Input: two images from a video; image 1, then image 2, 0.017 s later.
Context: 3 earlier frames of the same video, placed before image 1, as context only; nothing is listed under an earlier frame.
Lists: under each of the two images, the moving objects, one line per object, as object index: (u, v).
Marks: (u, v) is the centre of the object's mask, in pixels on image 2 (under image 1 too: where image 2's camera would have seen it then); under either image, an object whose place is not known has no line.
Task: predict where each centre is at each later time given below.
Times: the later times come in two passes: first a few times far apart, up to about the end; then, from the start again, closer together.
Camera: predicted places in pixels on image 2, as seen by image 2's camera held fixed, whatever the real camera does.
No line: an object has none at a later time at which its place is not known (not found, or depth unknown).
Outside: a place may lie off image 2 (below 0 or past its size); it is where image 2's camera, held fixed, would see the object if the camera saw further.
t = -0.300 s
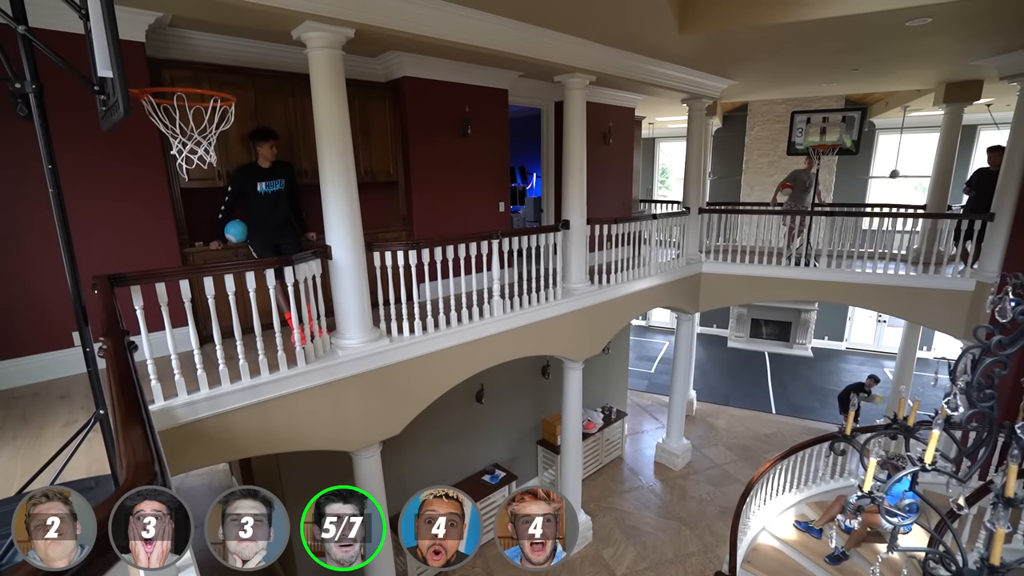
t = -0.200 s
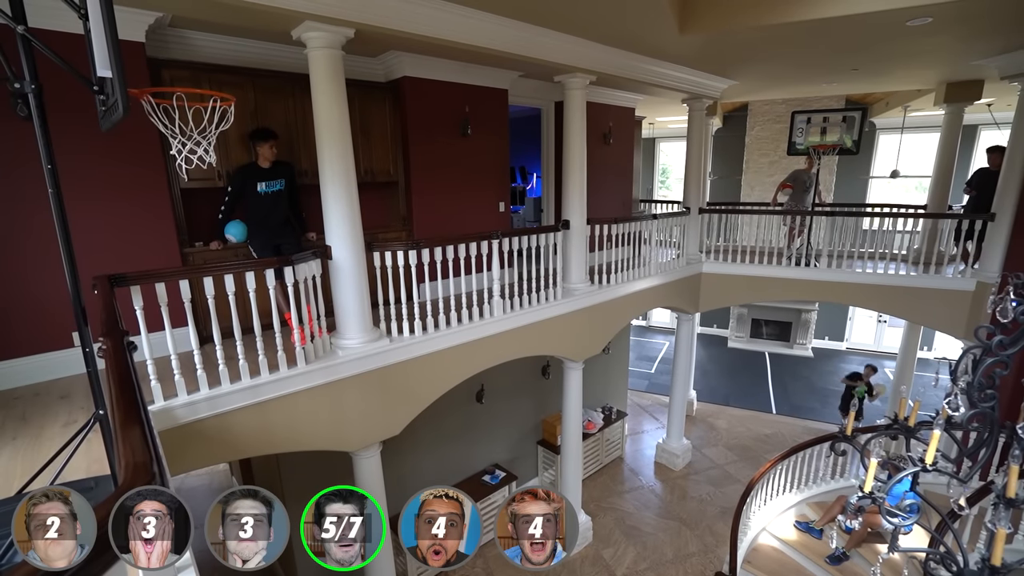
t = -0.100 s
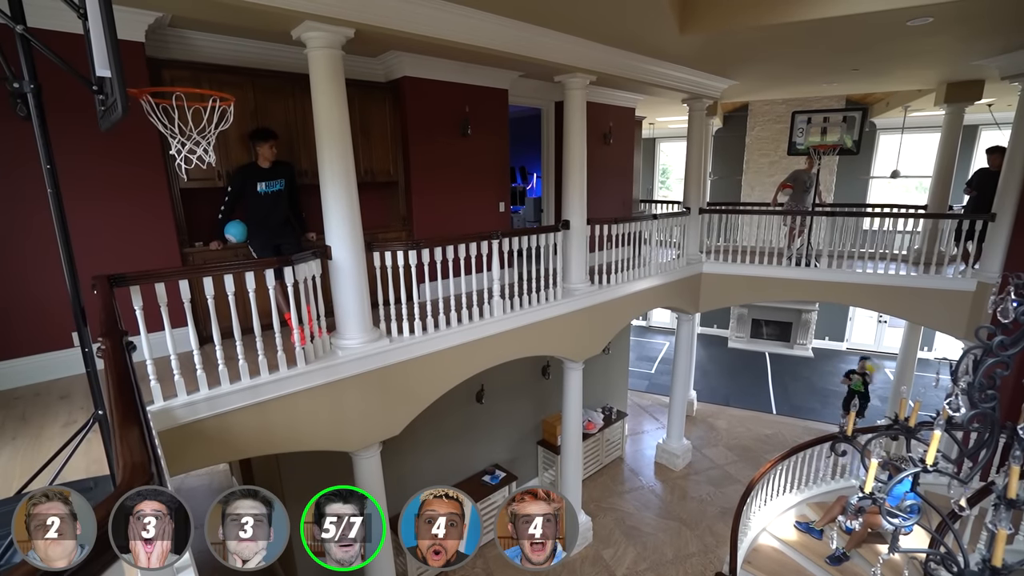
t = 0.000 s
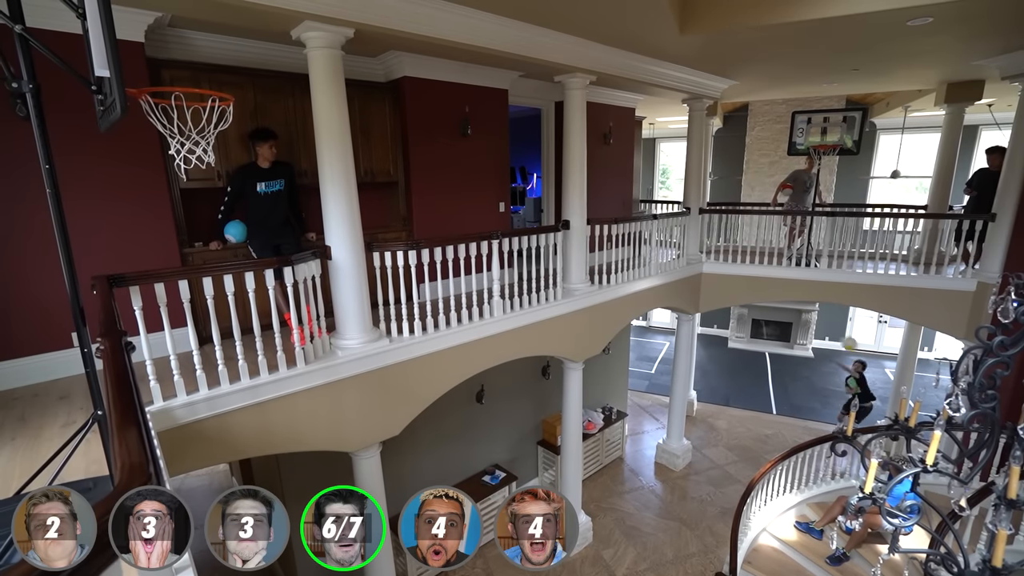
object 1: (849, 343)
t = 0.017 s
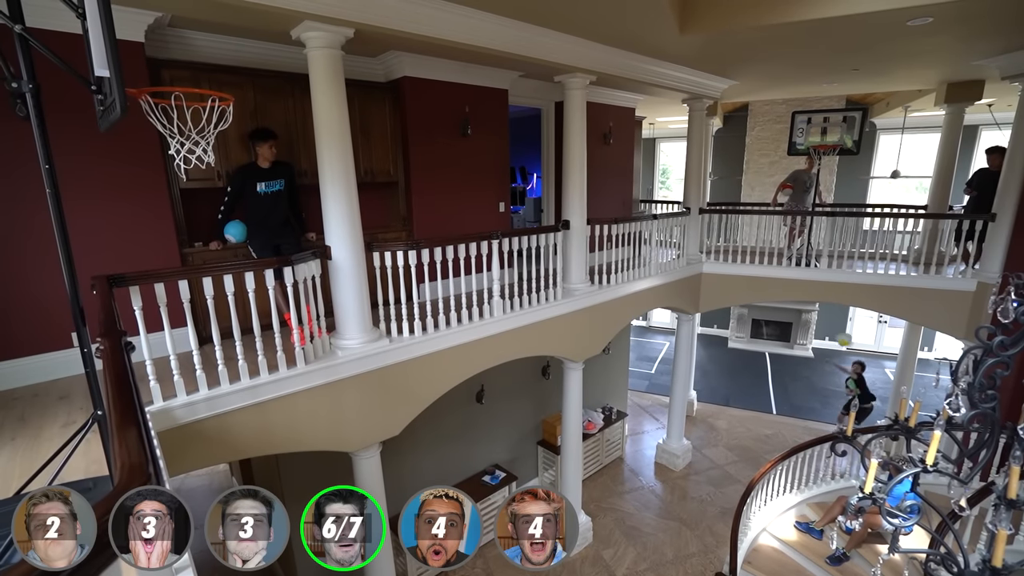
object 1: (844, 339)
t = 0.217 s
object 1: (775, 302)
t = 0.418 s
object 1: (669, 283)
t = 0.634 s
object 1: (482, 308)
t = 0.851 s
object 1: (181, 419)
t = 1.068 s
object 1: (389, 391)
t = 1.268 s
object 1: (511, 405)
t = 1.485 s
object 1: (589, 449)
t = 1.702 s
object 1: (656, 557)
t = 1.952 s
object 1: (702, 573)
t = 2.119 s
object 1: (679, 542)
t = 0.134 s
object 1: (806, 316)
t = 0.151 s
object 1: (802, 313)
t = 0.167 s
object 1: (795, 310)
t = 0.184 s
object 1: (789, 307)
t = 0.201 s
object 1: (783, 304)
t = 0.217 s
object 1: (775, 302)
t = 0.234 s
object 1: (768, 300)
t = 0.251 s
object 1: (760, 297)
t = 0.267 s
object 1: (753, 295)
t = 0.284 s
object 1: (744, 293)
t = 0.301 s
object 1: (736, 291)
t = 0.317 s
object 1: (728, 289)
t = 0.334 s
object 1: (719, 288)
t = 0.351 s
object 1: (709, 286)
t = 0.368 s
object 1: (699, 285)
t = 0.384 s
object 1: (690, 285)
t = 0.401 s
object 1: (680, 283)
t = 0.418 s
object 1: (669, 283)
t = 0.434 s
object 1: (658, 283)
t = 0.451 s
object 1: (648, 283)
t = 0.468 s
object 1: (636, 283)
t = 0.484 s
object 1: (623, 284)
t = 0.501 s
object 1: (611, 286)
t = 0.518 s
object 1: (596, 287)
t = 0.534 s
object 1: (582, 289)
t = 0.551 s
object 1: (568, 290)
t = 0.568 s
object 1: (552, 293)
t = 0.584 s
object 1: (535, 296)
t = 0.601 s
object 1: (518, 300)
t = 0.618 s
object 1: (500, 304)
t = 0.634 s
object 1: (482, 308)
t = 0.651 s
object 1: (462, 313)
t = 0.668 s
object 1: (443, 318)
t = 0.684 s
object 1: (425, 322)
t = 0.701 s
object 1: (403, 328)
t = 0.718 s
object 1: (383, 336)
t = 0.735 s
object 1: (359, 345)
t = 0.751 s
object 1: (337, 352)
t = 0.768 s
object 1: (316, 358)
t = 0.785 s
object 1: (287, 373)
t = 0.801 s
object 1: (262, 383)
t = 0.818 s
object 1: (236, 394)
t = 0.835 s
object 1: (205, 407)
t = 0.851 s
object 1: (181, 419)
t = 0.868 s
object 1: (178, 423)
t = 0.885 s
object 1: (192, 420)
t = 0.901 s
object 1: (215, 415)
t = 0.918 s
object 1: (238, 410)
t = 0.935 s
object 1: (258, 407)
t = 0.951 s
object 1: (278, 403)
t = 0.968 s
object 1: (296, 400)
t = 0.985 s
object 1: (315, 397)
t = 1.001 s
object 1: (329, 395)
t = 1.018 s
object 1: (346, 393)
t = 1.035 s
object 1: (361, 392)
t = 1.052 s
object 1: (376, 391)
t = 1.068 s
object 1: (389, 391)
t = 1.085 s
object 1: (403, 391)
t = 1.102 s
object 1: (415, 391)
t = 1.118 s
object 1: (427, 392)
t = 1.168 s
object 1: (460, 393)
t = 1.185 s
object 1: (470, 395)
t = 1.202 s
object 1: (479, 396)
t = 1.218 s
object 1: (487, 398)
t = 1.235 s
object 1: (495, 400)
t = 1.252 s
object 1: (504, 402)
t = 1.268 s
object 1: (511, 405)
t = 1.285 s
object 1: (519, 407)
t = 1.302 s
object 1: (525, 410)
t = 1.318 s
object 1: (532, 412)
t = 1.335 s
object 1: (538, 415)
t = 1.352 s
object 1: (545, 418)
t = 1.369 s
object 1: (551, 421)
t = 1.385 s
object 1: (556, 424)
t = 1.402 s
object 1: (560, 427)
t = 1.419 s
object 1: (565, 430)
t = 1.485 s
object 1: (589, 449)
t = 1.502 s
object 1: (591, 456)
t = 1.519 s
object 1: (596, 463)
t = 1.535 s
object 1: (601, 471)
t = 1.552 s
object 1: (606, 478)
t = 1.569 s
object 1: (611, 486)
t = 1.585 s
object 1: (618, 495)
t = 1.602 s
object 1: (623, 502)
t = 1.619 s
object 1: (629, 511)
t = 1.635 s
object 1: (634, 520)
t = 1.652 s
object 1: (639, 529)
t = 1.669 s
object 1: (645, 539)
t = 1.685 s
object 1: (650, 548)
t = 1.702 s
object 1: (656, 557)
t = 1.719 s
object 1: (662, 567)
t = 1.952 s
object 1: (702, 573)
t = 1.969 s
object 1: (700, 568)
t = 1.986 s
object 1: (698, 565)
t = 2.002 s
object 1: (695, 561)
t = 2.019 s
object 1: (693, 558)
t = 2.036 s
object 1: (691, 555)
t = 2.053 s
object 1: (688, 552)
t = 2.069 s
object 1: (686, 549)
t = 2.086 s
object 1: (684, 547)
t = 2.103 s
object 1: (681, 544)
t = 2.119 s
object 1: (679, 542)
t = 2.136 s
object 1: (677, 541)
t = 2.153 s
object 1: (675, 539)
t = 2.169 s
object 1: (673, 538)
